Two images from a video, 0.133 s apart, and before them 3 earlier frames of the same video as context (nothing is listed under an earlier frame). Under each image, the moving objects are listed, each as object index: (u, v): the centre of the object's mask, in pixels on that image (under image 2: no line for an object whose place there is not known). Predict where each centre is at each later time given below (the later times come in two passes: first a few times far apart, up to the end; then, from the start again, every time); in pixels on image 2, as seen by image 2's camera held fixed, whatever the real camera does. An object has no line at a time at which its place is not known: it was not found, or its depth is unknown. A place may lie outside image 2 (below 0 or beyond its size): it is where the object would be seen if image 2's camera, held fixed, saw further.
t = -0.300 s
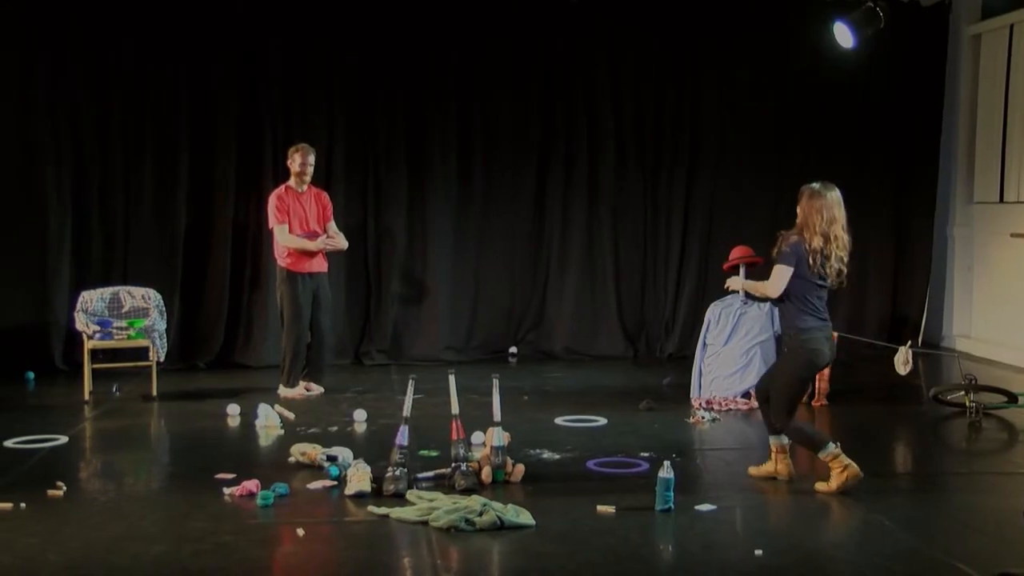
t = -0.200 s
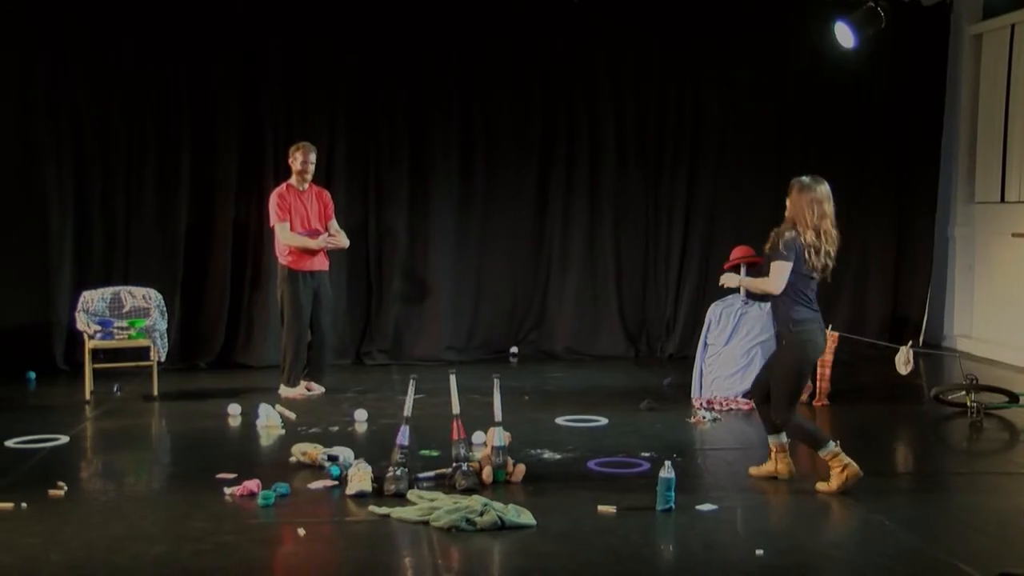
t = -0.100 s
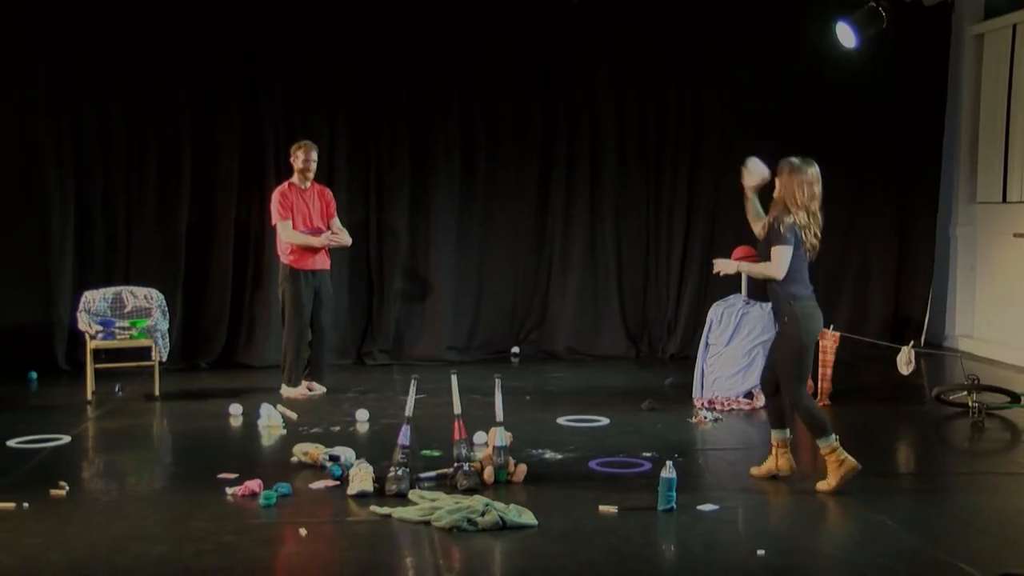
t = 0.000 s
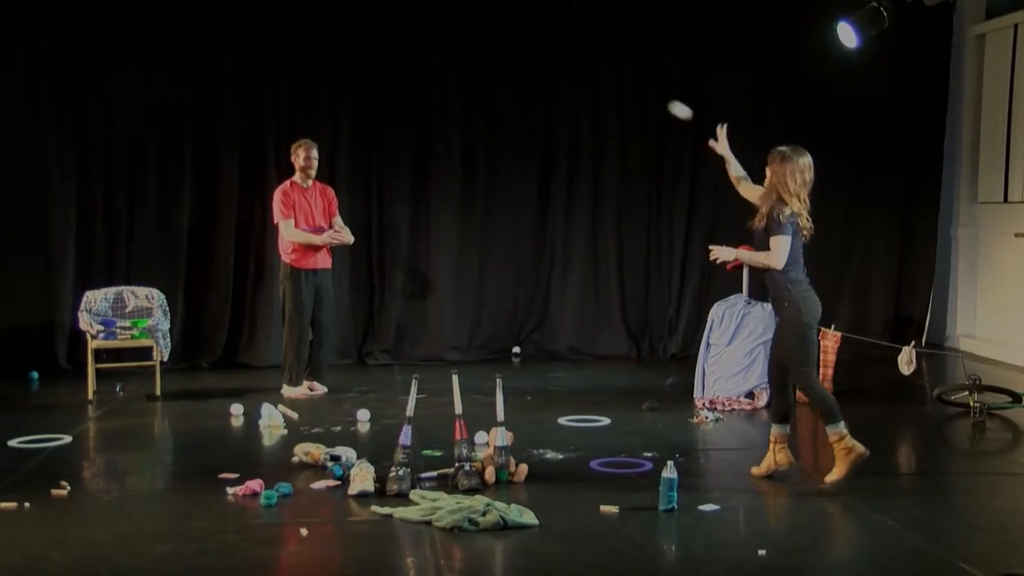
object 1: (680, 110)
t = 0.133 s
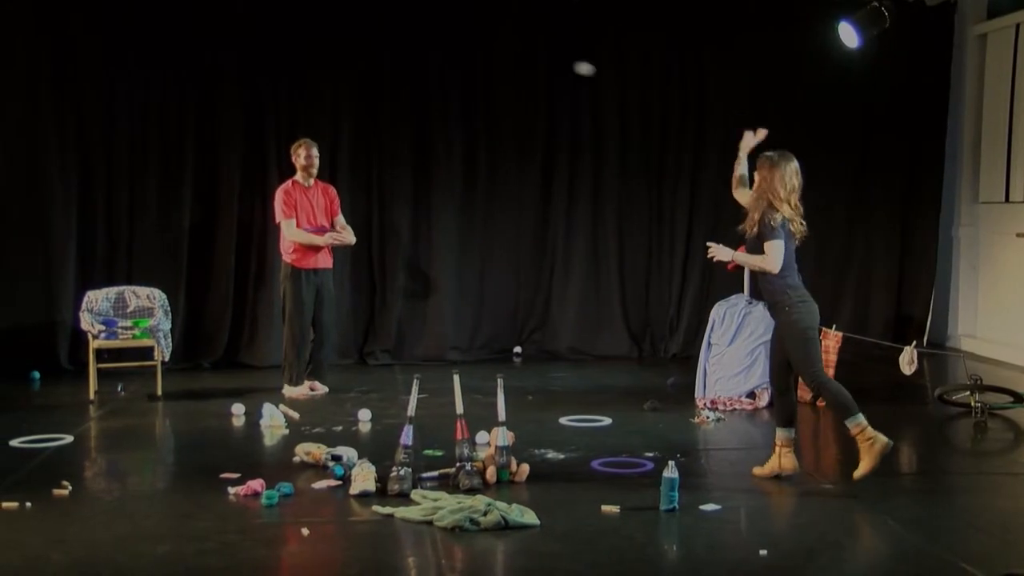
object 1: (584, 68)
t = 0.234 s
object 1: (519, 60)
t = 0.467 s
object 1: (389, 102)
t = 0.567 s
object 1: (342, 142)
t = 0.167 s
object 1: (561, 63)
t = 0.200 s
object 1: (540, 61)
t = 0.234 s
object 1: (519, 60)
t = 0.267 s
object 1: (499, 61)
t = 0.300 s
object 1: (479, 64)
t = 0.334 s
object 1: (459, 69)
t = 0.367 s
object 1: (441, 75)
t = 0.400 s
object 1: (423, 82)
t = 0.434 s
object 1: (406, 92)
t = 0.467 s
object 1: (389, 102)
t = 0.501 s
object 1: (373, 114)
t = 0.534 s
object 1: (357, 127)
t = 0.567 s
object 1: (342, 142)
